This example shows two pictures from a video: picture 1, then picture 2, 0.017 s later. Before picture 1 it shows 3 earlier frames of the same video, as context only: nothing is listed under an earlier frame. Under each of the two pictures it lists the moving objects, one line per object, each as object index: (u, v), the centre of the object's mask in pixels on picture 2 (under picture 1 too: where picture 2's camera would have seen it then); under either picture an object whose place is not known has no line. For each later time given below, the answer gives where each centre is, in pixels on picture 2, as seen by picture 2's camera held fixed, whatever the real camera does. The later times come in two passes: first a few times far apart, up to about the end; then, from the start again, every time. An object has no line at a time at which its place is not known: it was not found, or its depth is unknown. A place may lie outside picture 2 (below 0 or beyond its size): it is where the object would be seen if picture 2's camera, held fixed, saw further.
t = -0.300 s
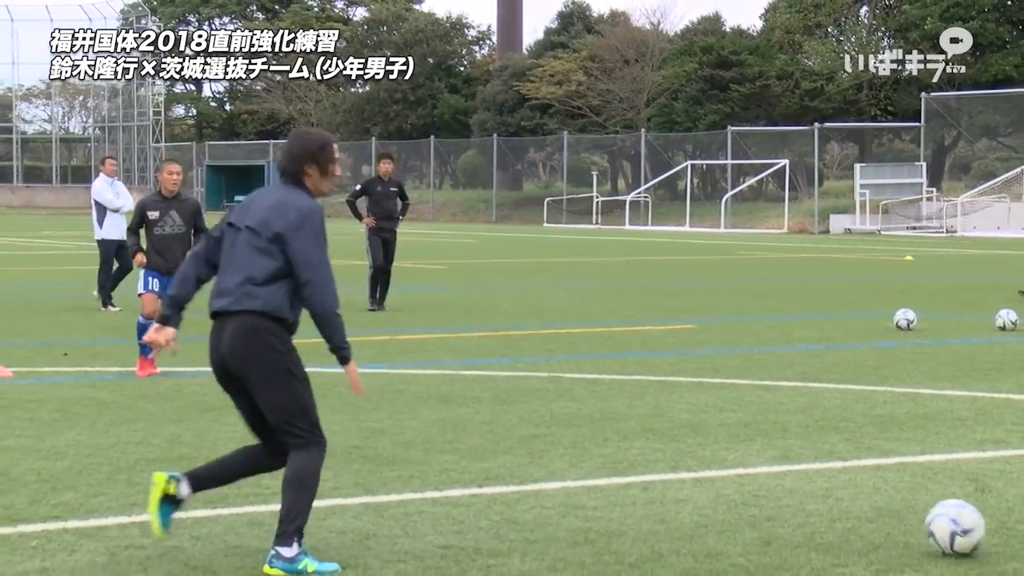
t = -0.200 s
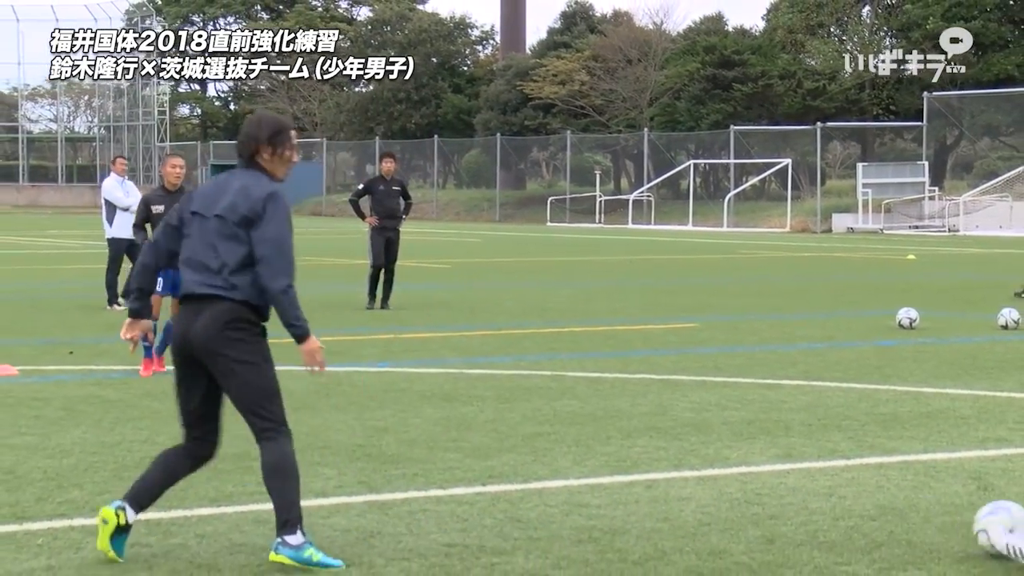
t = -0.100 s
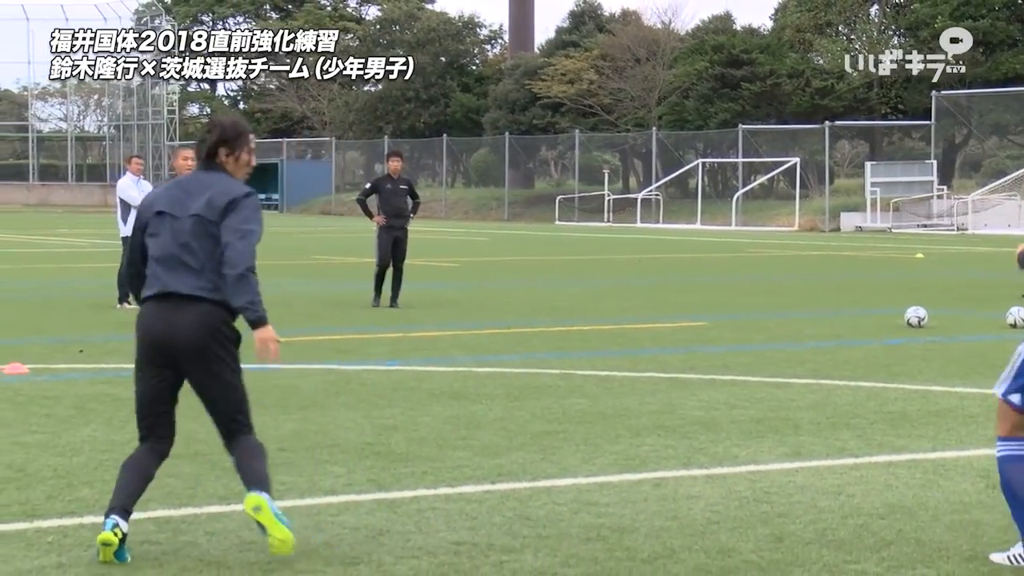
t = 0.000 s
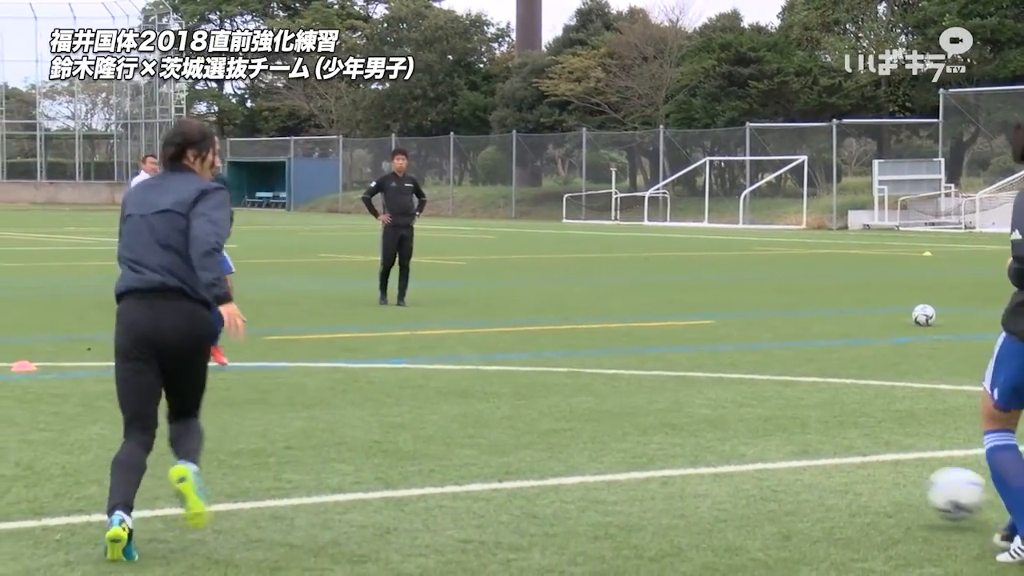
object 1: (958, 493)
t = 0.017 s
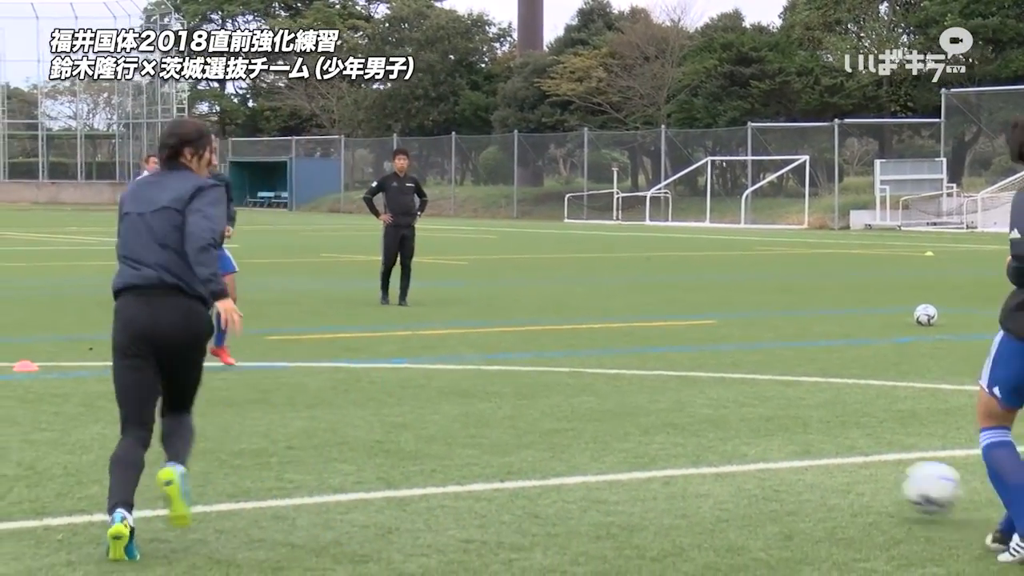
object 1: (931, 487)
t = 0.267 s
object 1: (639, 428)
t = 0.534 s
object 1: (460, 392)
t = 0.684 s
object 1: (393, 378)
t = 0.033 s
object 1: (906, 481)
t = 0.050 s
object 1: (882, 477)
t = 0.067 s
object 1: (858, 473)
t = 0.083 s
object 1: (836, 469)
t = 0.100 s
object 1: (814, 467)
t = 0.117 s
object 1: (793, 464)
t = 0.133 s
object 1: (772, 461)
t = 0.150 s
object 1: (753, 455)
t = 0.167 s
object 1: (736, 450)
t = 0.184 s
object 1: (718, 444)
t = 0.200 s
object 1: (702, 440)
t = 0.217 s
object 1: (685, 436)
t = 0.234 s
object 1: (669, 432)
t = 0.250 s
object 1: (654, 430)
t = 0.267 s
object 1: (639, 428)
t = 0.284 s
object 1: (624, 426)
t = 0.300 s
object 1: (610, 424)
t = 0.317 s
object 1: (596, 423)
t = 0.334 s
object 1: (583, 420)
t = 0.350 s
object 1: (572, 416)
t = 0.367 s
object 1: (561, 412)
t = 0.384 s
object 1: (550, 409)
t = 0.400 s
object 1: (538, 406)
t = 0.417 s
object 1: (527, 403)
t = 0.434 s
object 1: (516, 402)
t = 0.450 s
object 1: (506, 400)
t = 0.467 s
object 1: (496, 399)
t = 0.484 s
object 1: (486, 398)
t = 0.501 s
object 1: (477, 397)
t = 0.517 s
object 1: (468, 394)
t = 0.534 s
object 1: (460, 392)
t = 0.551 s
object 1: (452, 389)
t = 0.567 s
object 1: (445, 386)
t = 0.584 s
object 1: (437, 384)
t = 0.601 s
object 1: (429, 383)
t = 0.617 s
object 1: (421, 381)
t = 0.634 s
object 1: (414, 380)
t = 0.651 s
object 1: (407, 380)
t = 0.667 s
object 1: (400, 379)
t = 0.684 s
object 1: (393, 378)
